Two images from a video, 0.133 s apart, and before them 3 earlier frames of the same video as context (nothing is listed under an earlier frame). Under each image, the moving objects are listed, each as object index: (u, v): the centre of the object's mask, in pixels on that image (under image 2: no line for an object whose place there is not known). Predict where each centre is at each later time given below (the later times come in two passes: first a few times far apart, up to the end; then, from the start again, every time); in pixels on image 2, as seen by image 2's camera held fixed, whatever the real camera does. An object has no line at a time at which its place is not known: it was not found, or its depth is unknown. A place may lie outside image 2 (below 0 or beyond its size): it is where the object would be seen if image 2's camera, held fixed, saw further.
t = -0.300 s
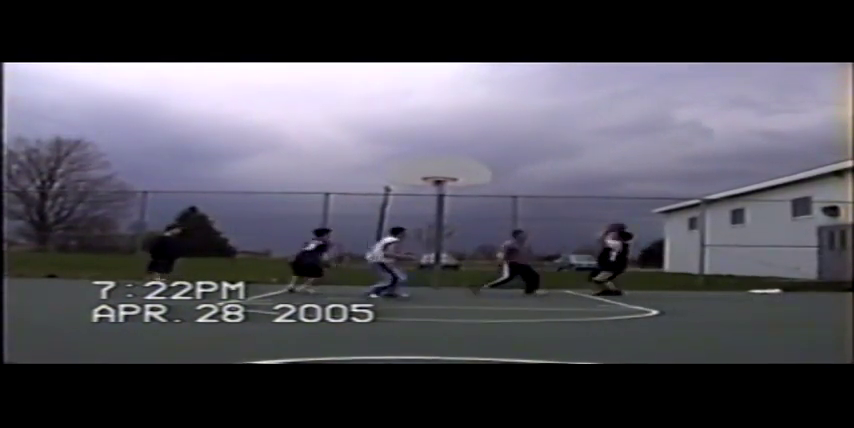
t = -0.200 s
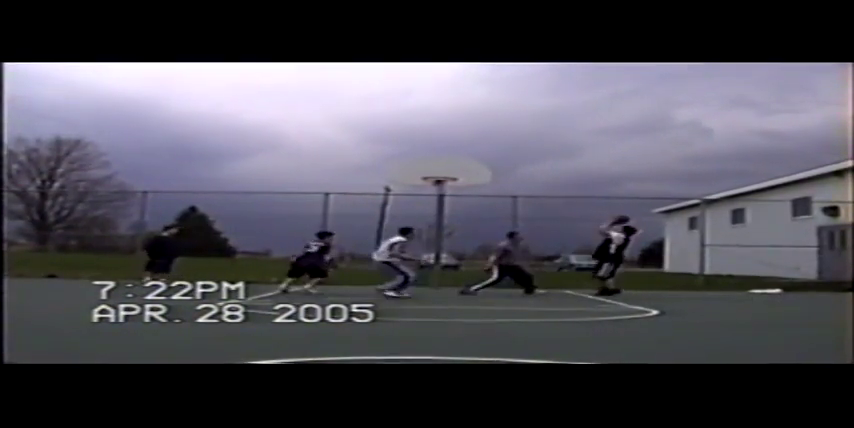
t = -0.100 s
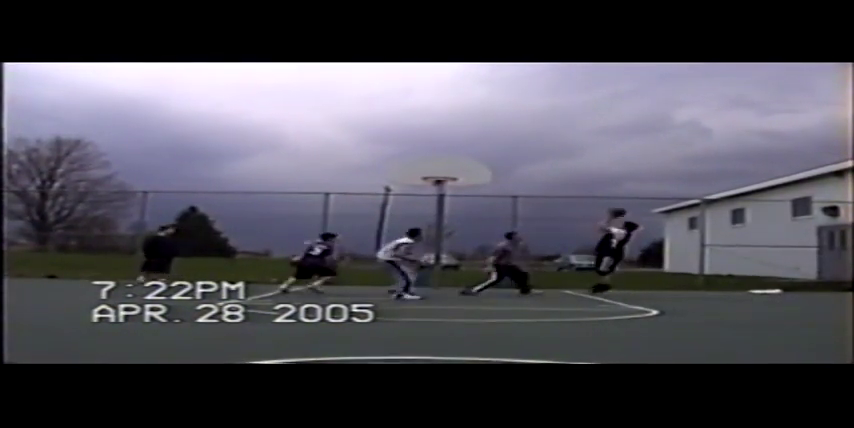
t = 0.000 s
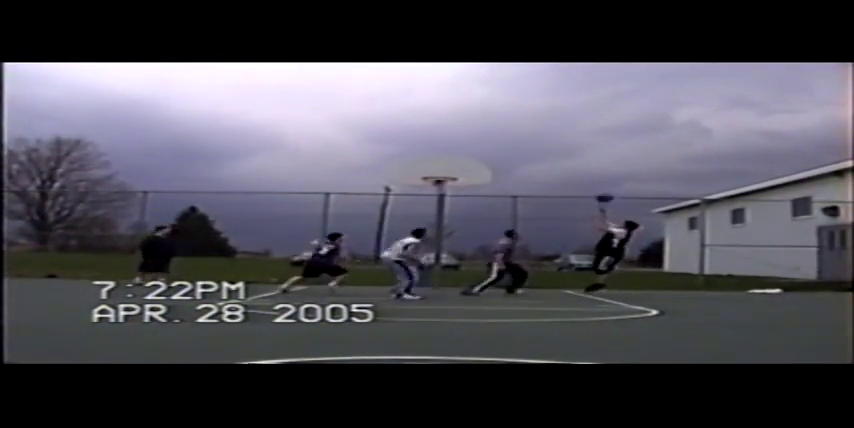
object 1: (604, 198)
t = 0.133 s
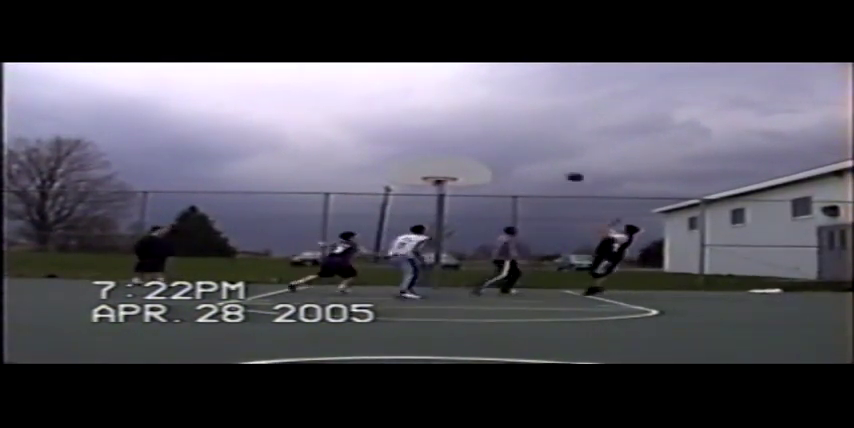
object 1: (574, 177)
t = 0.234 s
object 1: (553, 165)
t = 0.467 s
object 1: (508, 154)
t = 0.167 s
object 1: (567, 172)
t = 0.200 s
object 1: (560, 169)
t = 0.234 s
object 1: (553, 165)
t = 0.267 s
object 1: (545, 162)
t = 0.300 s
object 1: (542, 161)
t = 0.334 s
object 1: (531, 158)
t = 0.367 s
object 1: (524, 157)
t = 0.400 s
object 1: (519, 156)
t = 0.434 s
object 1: (516, 154)
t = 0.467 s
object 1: (508, 154)
